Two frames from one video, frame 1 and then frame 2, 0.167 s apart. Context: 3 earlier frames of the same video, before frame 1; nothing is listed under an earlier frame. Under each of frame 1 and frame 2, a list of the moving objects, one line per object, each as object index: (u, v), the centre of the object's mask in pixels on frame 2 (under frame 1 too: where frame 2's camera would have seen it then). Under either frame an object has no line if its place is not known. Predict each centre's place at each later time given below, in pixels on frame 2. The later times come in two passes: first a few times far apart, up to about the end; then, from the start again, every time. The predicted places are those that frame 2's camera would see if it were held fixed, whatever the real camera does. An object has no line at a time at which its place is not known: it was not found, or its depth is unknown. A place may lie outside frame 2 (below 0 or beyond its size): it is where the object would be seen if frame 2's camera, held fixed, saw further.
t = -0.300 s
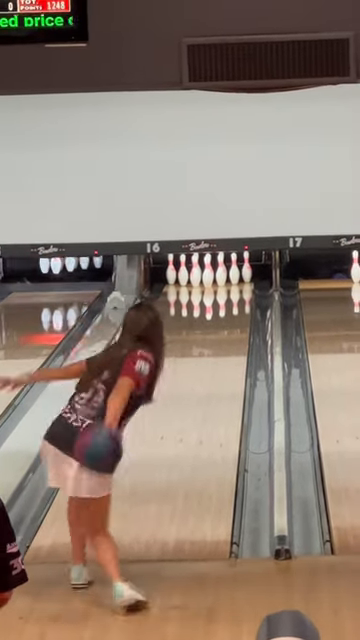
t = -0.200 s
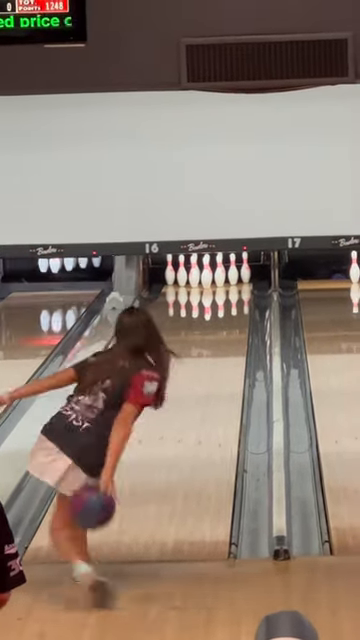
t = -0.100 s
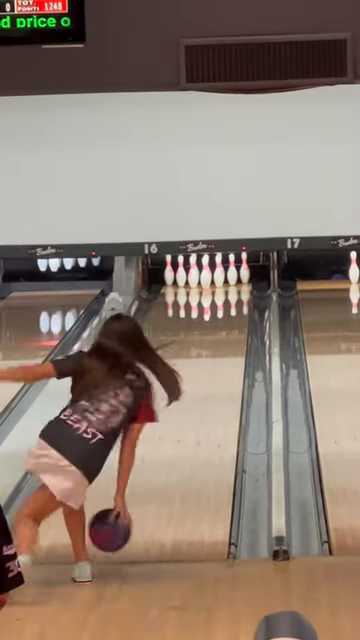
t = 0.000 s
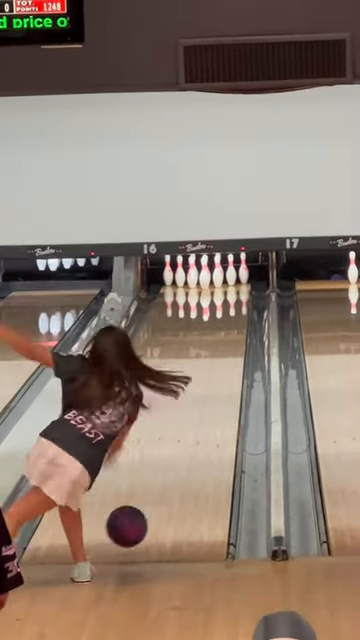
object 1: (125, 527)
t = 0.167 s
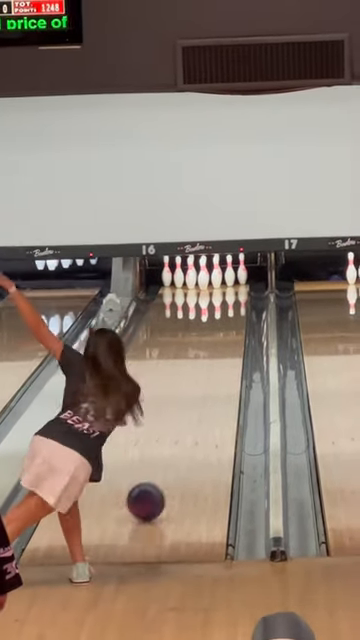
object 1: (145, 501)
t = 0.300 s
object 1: (159, 476)
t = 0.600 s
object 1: (184, 430)
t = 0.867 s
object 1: (201, 397)
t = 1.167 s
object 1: (216, 368)
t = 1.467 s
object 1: (227, 344)
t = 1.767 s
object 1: (233, 325)
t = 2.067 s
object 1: (234, 309)
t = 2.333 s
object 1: (230, 297)
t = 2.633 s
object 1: (219, 287)
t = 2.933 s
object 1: (215, 279)
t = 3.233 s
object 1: (211, 276)
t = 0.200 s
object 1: (149, 495)
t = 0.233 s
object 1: (153, 488)
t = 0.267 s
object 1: (156, 482)
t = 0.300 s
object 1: (159, 476)
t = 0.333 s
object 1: (162, 470)
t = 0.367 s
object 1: (165, 464)
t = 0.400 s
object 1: (168, 459)
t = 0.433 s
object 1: (171, 453)
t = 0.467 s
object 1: (174, 448)
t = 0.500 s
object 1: (176, 444)
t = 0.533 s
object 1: (179, 439)
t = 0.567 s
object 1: (181, 434)
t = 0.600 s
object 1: (184, 430)
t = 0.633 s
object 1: (186, 425)
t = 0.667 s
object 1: (188, 421)
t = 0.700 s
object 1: (191, 416)
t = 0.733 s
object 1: (193, 412)
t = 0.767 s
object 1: (195, 409)
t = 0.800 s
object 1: (197, 405)
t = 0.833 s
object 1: (199, 401)
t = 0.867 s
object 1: (201, 397)
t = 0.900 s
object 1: (203, 394)
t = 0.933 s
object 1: (205, 390)
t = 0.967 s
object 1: (206, 386)
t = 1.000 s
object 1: (208, 383)
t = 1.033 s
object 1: (209, 380)
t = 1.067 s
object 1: (211, 377)
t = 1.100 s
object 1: (212, 374)
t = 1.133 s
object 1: (214, 371)
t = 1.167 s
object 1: (216, 368)
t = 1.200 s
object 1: (217, 365)
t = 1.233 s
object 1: (218, 363)
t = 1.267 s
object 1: (220, 360)
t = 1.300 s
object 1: (221, 357)
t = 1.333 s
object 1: (222, 354)
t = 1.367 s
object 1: (223, 352)
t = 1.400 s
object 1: (224, 349)
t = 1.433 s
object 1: (226, 347)
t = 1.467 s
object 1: (227, 344)
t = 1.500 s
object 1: (228, 342)
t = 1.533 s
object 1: (228, 340)
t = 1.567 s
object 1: (229, 337)
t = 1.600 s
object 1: (230, 336)
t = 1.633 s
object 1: (231, 334)
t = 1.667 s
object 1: (231, 333)
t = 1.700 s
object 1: (232, 329)
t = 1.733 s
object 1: (232, 327)
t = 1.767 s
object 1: (233, 325)
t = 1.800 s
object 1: (233, 323)
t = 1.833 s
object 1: (234, 321)
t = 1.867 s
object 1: (234, 319)
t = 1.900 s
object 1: (234, 317)
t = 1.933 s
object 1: (234, 315)
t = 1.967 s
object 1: (234, 313)
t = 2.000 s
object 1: (234, 312)
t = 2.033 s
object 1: (234, 310)
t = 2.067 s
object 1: (234, 309)
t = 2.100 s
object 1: (233, 307)
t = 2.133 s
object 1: (233, 306)
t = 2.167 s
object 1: (233, 304)
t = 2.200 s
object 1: (233, 303)
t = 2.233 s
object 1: (232, 301)
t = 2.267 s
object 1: (232, 300)
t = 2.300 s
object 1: (231, 298)
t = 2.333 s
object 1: (230, 297)
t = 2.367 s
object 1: (229, 295)
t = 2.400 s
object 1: (228, 294)
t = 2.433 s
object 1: (227, 293)
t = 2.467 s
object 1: (226, 291)
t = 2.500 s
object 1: (225, 290)
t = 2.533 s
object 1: (224, 289)
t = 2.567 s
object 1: (222, 288)
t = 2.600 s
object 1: (221, 287)
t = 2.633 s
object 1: (219, 287)
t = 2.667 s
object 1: (218, 285)
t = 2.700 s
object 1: (216, 284)
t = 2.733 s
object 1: (215, 283)
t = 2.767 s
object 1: (215, 282)
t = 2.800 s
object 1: (213, 281)
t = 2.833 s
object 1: (214, 280)
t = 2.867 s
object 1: (215, 280)
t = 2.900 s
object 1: (215, 279)
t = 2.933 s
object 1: (215, 279)
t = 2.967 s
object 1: (215, 278)
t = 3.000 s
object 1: (215, 277)
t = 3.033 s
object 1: (215, 276)
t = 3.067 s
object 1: (216, 276)
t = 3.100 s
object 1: (214, 275)
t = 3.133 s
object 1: (213, 275)
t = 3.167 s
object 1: (212, 275)
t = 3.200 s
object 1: (211, 275)
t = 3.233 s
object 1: (211, 276)
